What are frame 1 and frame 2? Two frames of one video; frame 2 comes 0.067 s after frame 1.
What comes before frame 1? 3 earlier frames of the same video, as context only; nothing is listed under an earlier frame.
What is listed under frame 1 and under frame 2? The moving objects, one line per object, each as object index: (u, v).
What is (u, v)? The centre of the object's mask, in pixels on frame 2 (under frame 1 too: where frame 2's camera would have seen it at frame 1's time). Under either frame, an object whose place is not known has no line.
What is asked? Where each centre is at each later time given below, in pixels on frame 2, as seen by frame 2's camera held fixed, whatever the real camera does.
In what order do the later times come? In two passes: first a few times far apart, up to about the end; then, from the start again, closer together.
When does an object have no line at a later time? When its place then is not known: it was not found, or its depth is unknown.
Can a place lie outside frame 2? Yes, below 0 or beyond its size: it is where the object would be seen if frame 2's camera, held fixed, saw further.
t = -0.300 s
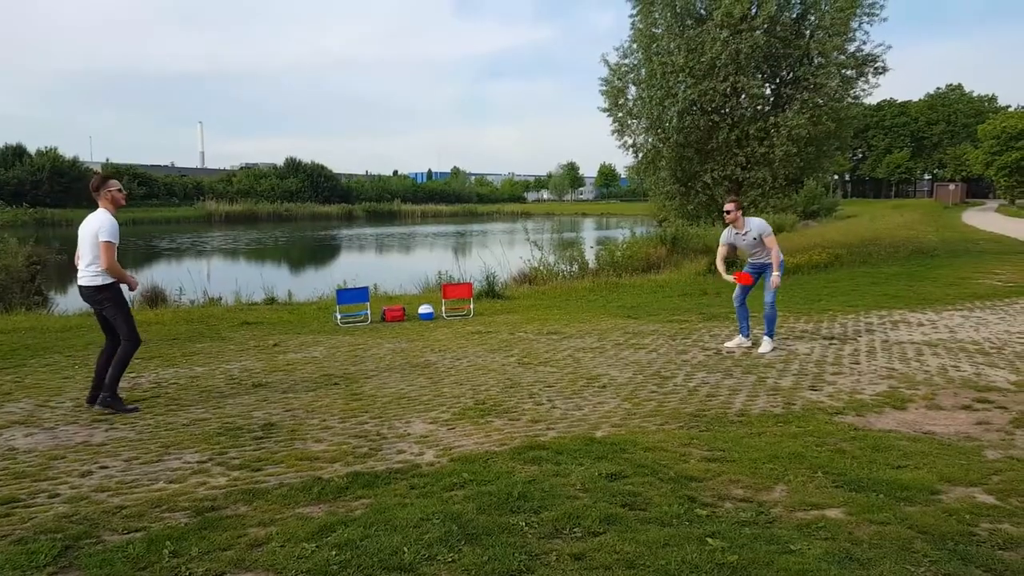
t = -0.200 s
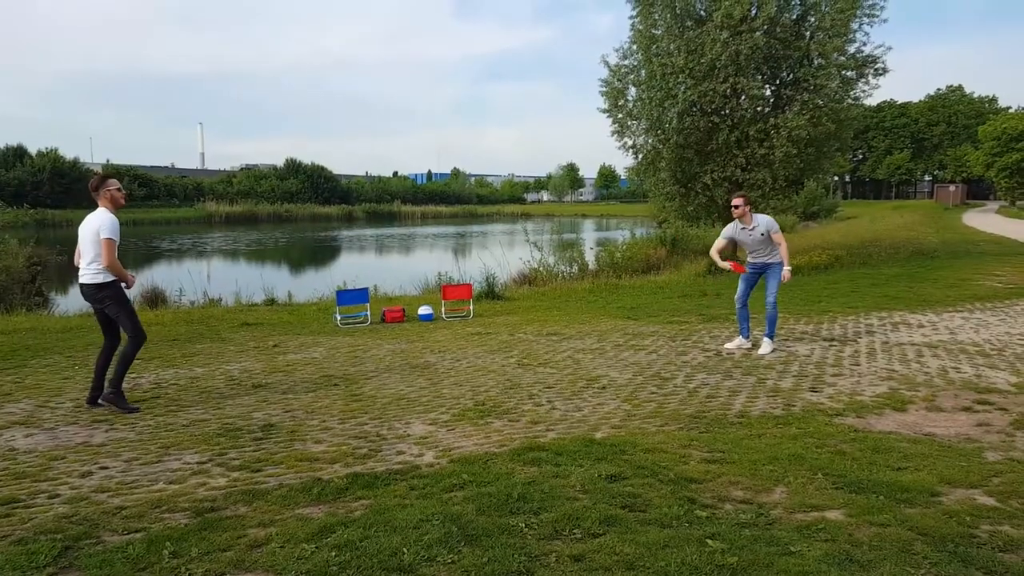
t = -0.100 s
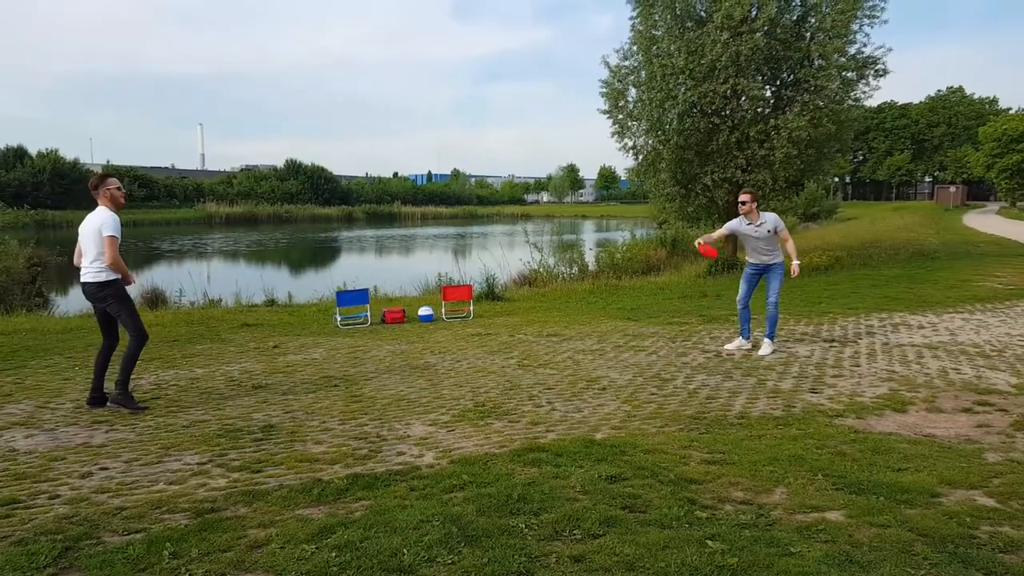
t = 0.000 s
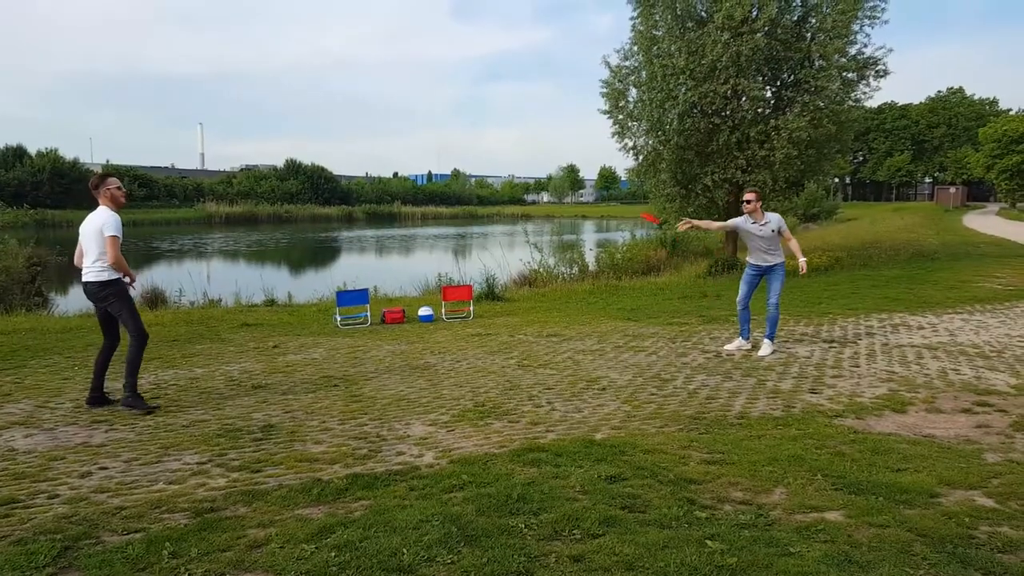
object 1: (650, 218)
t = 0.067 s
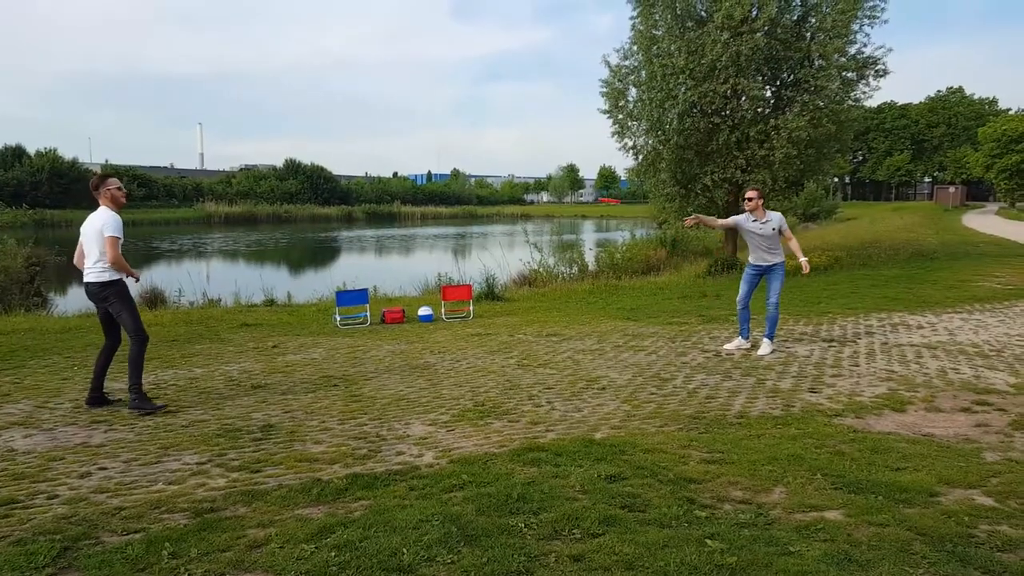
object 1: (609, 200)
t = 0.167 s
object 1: (548, 183)
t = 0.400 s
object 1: (413, 161)
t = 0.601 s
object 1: (303, 154)
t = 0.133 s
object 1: (568, 188)
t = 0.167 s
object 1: (548, 183)
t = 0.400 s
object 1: (413, 161)
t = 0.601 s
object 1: (303, 154)
